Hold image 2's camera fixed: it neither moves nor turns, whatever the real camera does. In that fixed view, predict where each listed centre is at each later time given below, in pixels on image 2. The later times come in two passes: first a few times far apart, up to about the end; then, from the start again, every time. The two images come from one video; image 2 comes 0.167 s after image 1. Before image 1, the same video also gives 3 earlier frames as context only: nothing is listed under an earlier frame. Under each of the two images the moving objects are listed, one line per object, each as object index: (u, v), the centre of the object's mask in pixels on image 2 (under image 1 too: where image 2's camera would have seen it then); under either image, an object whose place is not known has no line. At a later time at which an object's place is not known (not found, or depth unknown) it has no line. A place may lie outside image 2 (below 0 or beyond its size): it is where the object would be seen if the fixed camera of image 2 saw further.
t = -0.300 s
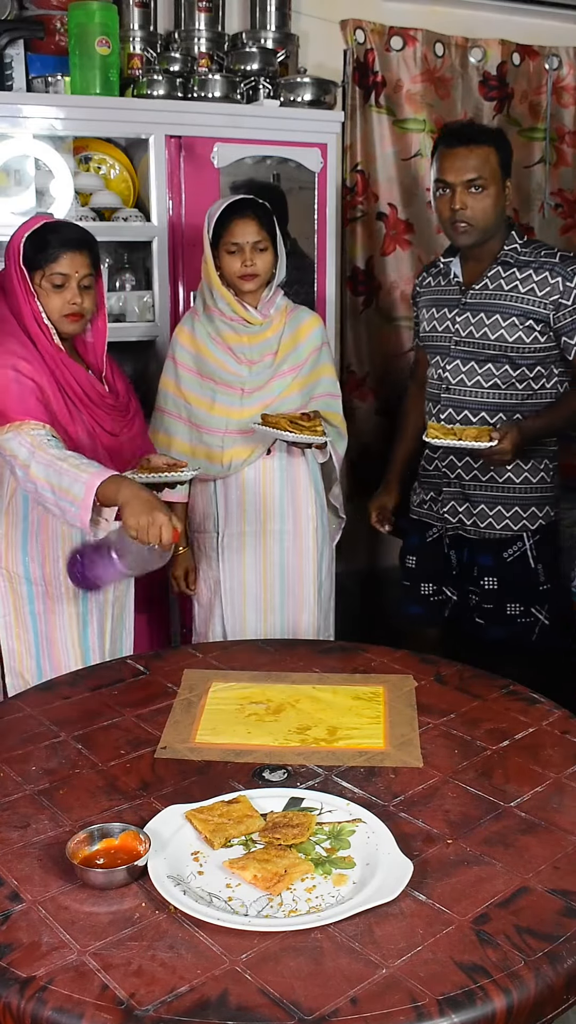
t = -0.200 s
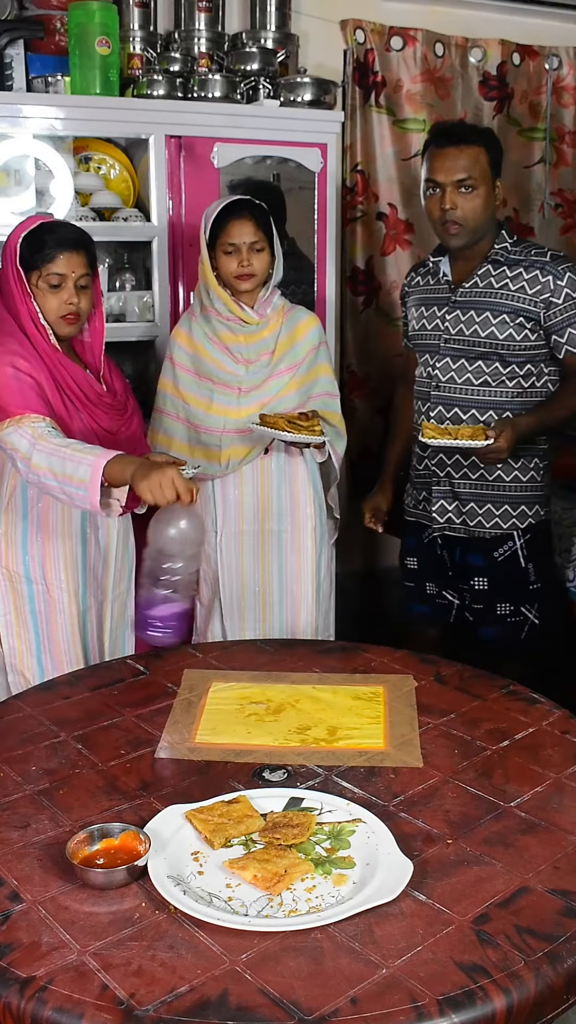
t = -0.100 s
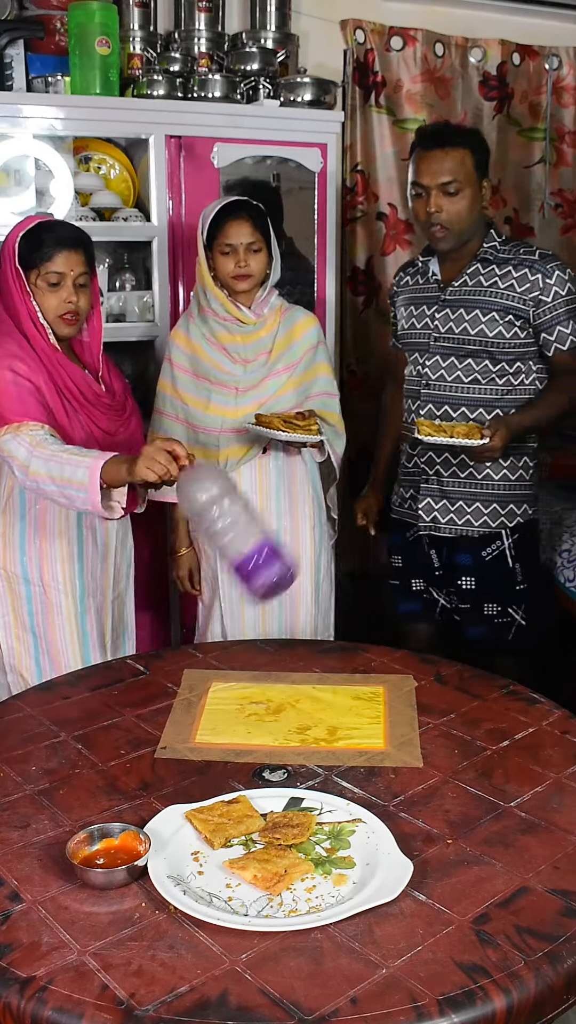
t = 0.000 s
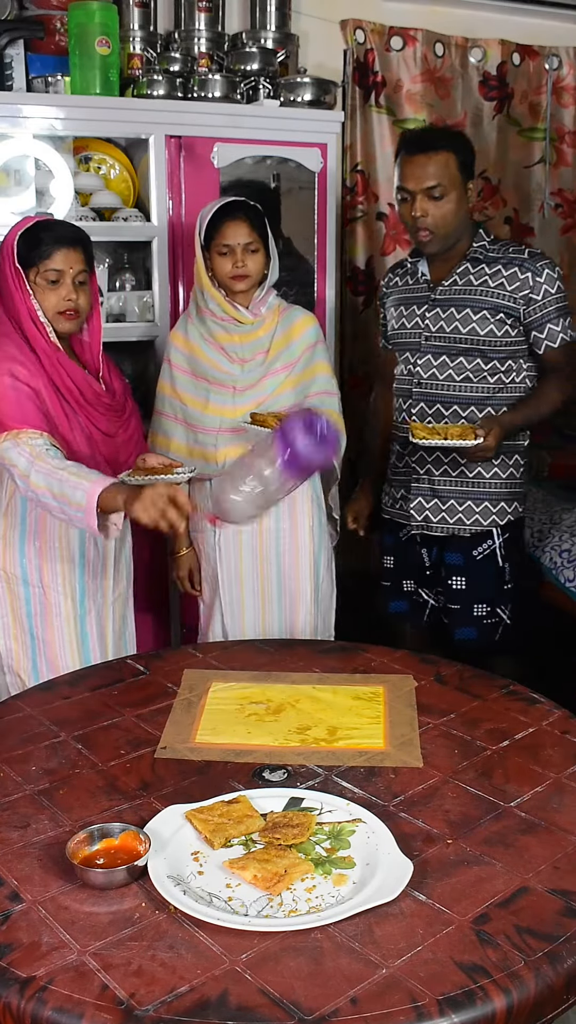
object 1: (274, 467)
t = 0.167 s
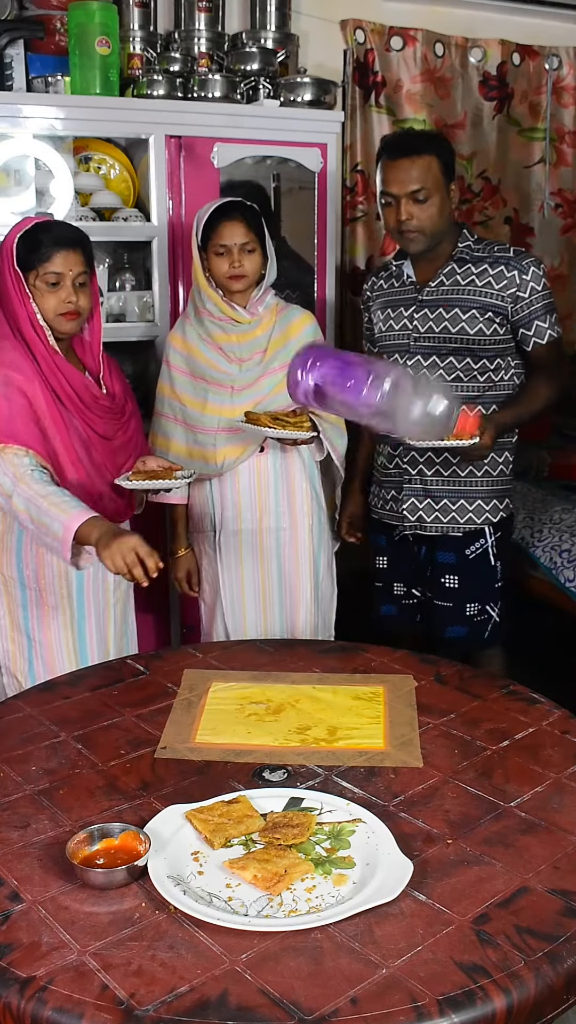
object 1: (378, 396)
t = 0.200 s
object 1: (387, 384)
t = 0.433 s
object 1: (379, 642)
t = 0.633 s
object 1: (368, 696)
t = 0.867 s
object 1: (356, 703)
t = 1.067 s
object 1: (345, 709)
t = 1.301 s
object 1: (331, 715)
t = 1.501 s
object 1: (316, 722)
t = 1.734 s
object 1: (296, 732)
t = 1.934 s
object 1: (279, 738)
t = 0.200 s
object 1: (387, 384)
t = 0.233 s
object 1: (387, 384)
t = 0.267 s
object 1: (382, 399)
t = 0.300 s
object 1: (376, 428)
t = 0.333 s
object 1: (373, 470)
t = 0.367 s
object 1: (373, 520)
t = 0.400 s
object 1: (375, 579)
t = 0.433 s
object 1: (379, 642)
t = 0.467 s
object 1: (371, 661)
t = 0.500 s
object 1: (366, 676)
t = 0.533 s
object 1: (370, 691)
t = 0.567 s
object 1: (369, 696)
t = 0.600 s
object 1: (368, 696)
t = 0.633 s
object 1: (368, 696)
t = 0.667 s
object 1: (368, 696)
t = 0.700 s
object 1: (366, 697)
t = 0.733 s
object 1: (363, 699)
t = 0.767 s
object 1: (361, 700)
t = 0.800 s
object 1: (359, 701)
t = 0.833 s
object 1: (358, 702)
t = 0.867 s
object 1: (356, 703)
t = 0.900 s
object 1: (356, 703)
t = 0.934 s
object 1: (355, 703)
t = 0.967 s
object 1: (353, 704)
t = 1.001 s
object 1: (350, 706)
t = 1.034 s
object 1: (347, 707)
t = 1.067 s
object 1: (345, 709)
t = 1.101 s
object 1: (344, 709)
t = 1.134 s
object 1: (343, 710)
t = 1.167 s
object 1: (342, 710)
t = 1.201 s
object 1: (340, 711)
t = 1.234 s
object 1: (338, 712)
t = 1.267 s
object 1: (334, 713)
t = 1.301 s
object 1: (331, 715)
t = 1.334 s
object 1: (327, 717)
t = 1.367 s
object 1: (325, 718)
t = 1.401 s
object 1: (324, 719)
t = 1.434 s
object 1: (322, 719)
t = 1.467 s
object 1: (320, 720)
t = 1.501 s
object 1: (316, 722)
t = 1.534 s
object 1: (313, 724)
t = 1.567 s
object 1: (308, 726)
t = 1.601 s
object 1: (305, 728)
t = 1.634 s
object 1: (303, 729)
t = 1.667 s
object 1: (301, 729)
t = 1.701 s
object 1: (299, 730)
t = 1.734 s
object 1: (296, 732)
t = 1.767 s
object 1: (292, 734)
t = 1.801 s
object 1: (287, 735)
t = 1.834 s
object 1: (284, 737)
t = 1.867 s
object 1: (281, 738)
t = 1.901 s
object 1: (279, 738)
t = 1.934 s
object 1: (279, 738)
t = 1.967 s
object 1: (279, 738)
